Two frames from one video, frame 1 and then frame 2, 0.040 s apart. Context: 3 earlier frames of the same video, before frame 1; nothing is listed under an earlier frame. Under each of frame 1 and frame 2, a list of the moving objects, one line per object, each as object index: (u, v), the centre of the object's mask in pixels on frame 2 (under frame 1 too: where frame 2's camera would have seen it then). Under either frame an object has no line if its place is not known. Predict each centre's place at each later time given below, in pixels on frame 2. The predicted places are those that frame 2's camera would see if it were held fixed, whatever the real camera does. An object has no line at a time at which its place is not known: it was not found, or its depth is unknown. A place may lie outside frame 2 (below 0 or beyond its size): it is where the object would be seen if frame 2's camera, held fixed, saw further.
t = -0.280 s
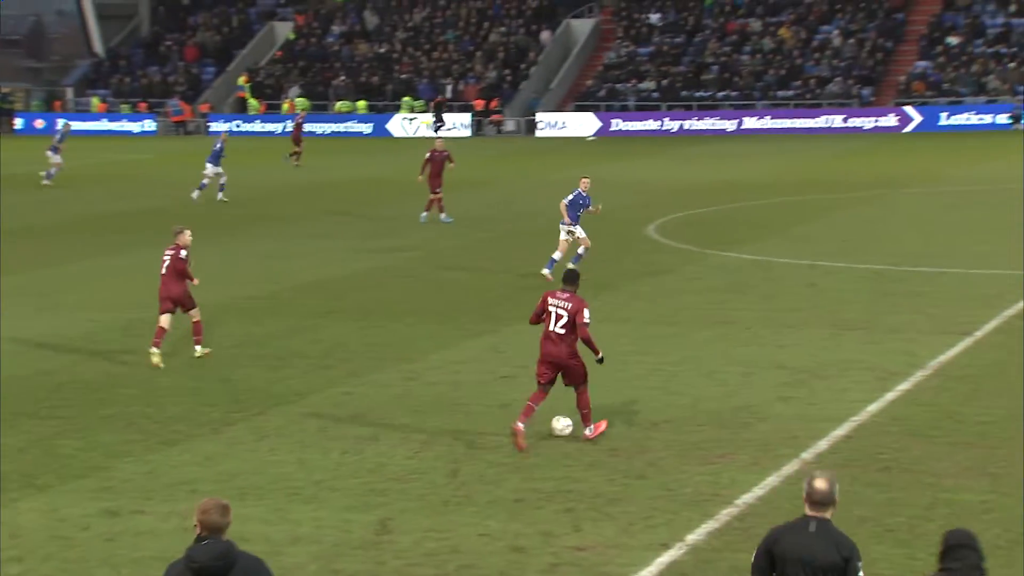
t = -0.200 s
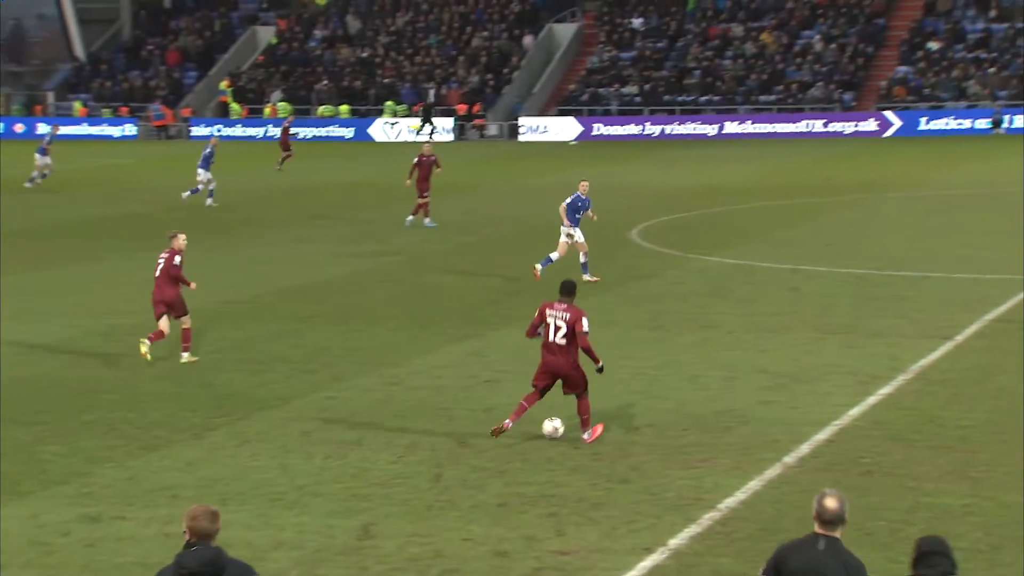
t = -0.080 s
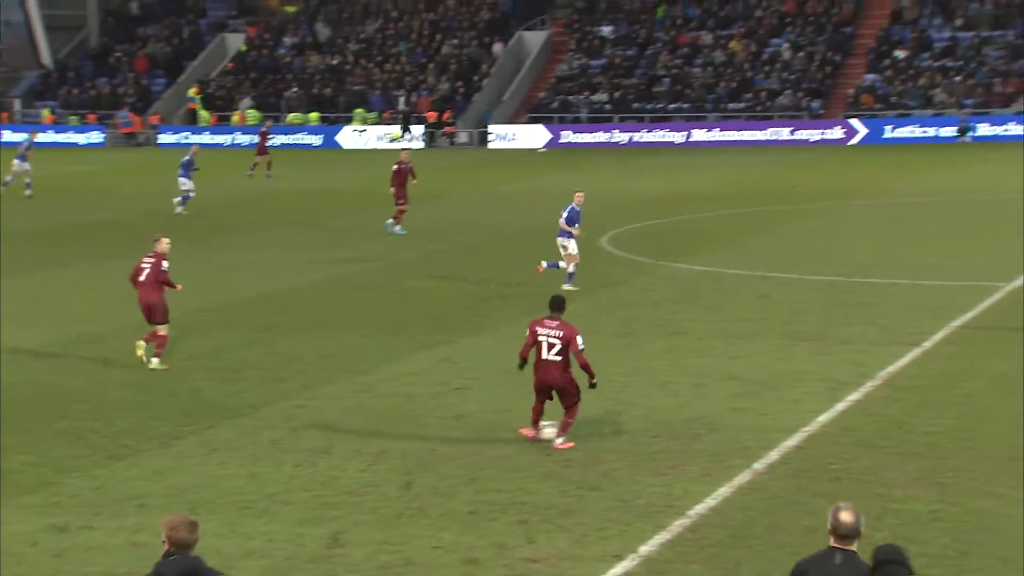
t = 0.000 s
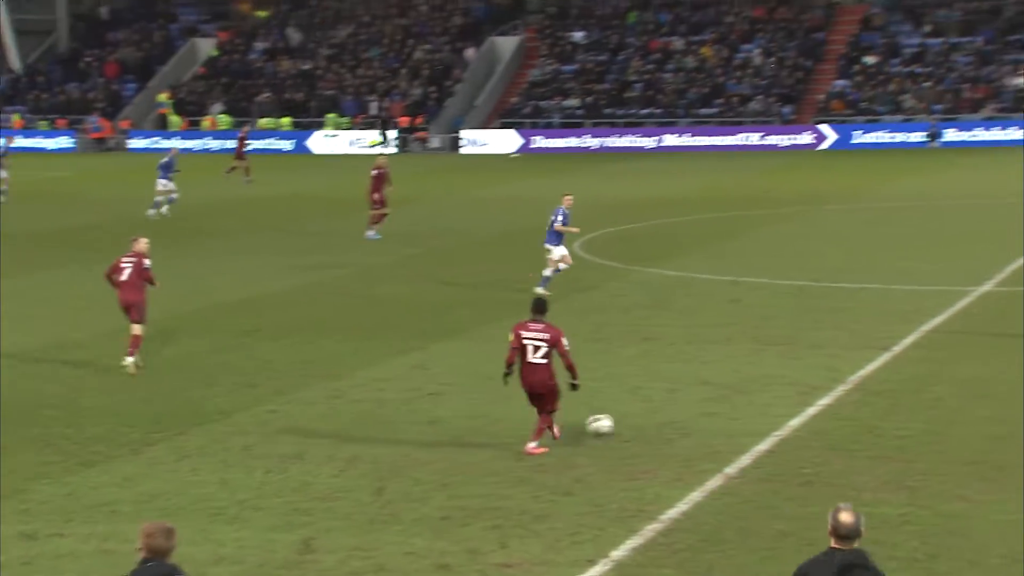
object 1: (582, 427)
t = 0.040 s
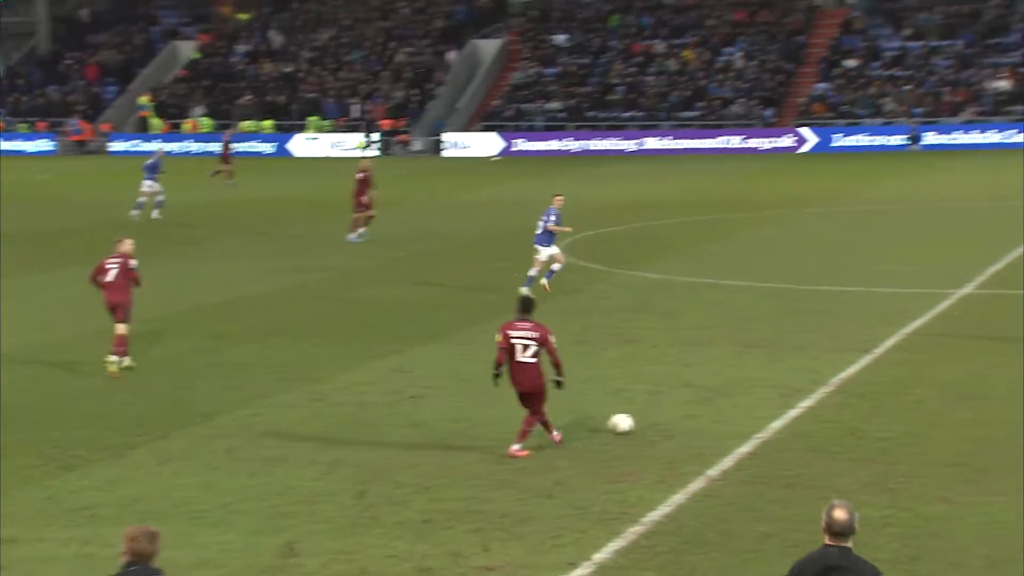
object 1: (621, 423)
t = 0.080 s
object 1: (659, 419)
